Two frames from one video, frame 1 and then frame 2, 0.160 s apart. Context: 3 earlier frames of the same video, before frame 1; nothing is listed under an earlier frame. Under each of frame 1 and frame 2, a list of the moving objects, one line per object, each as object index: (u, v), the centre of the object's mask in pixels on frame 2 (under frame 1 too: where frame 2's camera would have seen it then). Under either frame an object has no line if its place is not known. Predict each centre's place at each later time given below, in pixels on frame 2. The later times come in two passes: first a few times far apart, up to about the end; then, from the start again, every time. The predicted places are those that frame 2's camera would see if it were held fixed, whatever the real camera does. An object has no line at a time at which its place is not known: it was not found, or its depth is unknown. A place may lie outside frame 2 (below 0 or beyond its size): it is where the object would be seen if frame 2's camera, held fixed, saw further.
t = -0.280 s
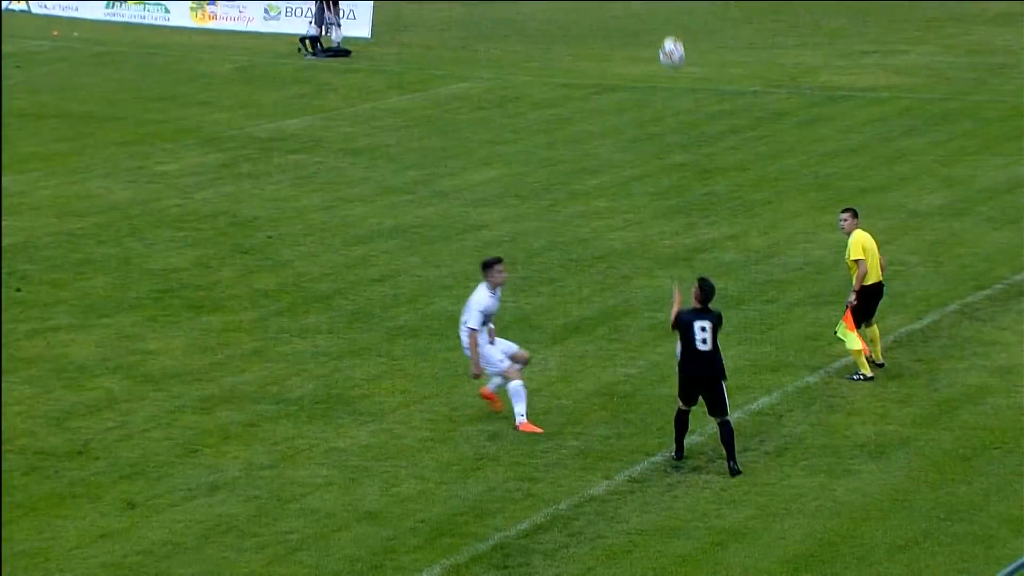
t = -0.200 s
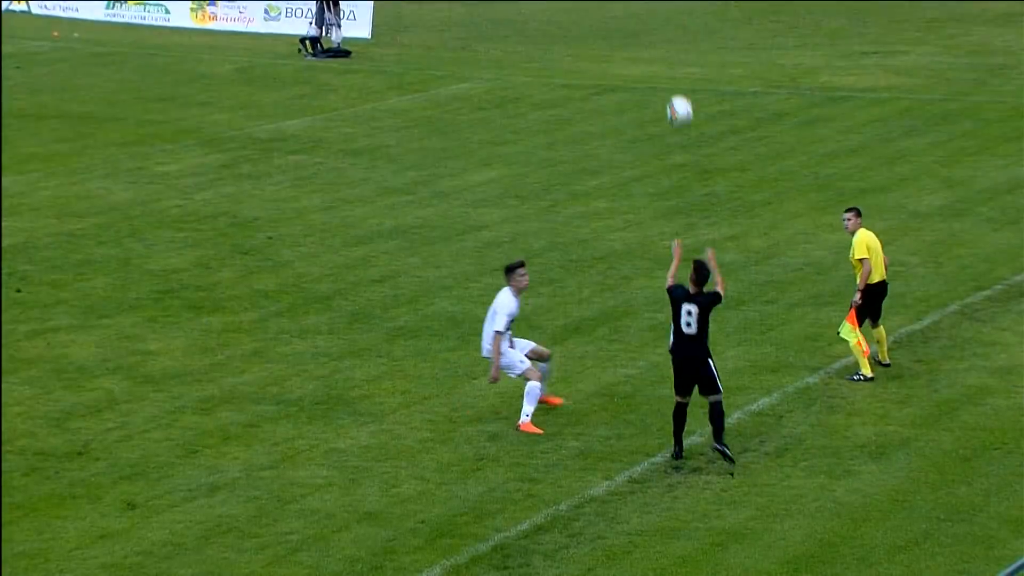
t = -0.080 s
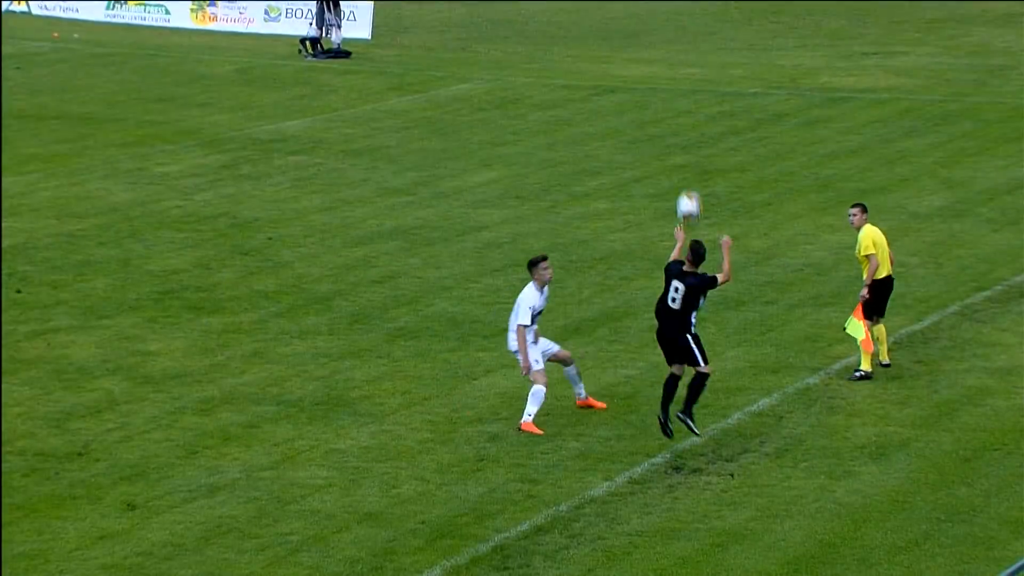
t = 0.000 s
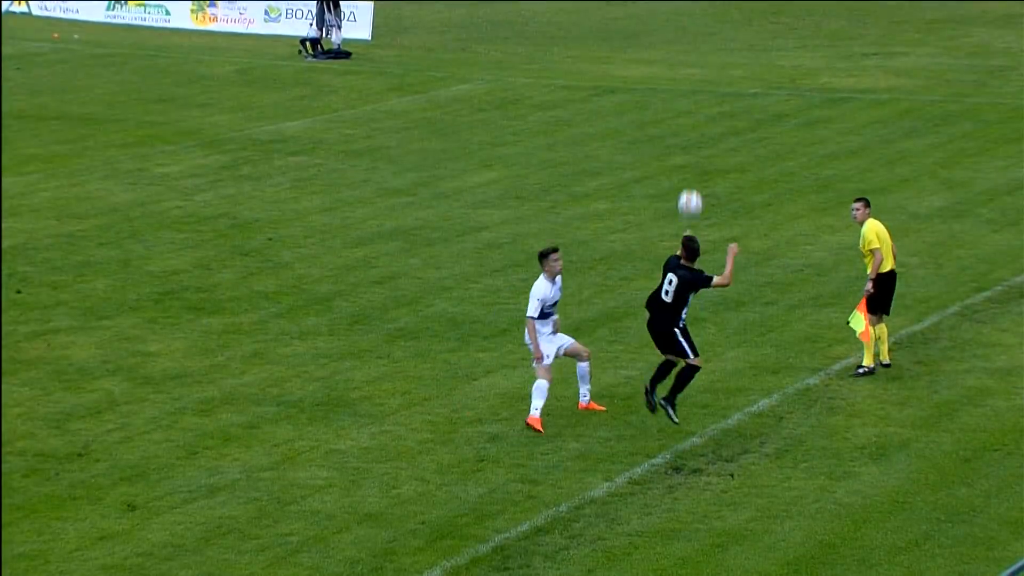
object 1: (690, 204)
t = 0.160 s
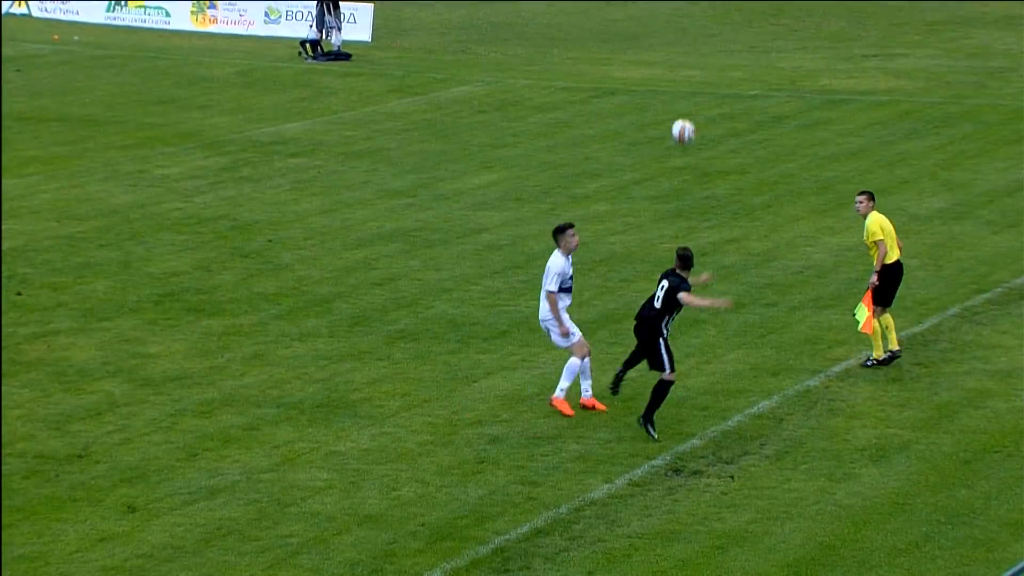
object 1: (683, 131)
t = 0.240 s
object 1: (680, 108)
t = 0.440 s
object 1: (674, 82)
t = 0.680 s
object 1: (666, 106)
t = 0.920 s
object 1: (661, 181)
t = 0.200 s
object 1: (682, 118)
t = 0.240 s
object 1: (680, 108)
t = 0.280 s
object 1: (678, 99)
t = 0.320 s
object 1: (678, 92)
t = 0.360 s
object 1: (676, 86)
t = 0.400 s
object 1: (675, 84)
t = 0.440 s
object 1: (674, 82)
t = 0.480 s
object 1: (672, 82)
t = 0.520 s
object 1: (671, 84)
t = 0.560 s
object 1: (670, 87)
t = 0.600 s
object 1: (669, 93)
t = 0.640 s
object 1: (668, 99)
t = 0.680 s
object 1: (666, 106)
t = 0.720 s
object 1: (666, 115)
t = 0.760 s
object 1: (665, 126)
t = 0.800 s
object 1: (663, 138)
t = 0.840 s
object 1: (663, 152)
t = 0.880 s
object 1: (661, 167)
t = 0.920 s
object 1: (661, 181)
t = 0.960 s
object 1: (660, 198)
